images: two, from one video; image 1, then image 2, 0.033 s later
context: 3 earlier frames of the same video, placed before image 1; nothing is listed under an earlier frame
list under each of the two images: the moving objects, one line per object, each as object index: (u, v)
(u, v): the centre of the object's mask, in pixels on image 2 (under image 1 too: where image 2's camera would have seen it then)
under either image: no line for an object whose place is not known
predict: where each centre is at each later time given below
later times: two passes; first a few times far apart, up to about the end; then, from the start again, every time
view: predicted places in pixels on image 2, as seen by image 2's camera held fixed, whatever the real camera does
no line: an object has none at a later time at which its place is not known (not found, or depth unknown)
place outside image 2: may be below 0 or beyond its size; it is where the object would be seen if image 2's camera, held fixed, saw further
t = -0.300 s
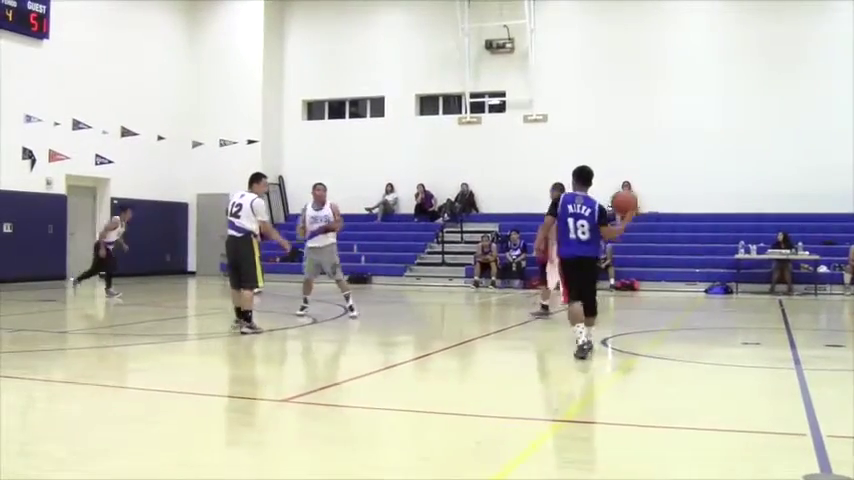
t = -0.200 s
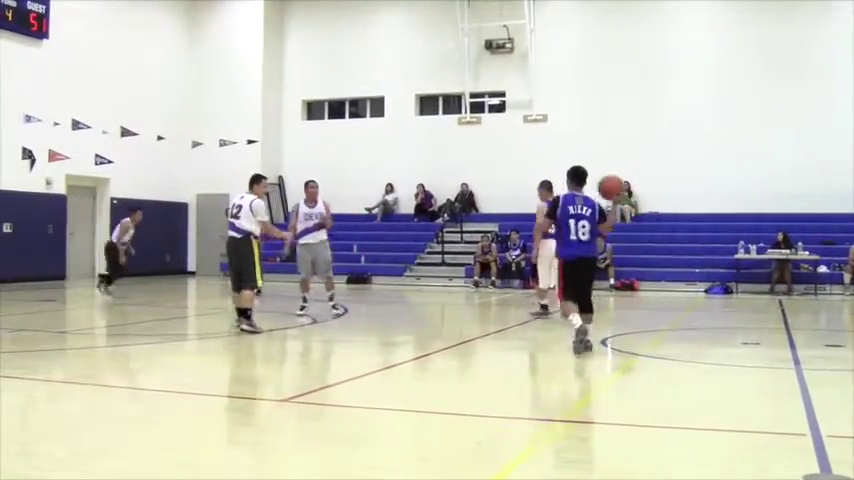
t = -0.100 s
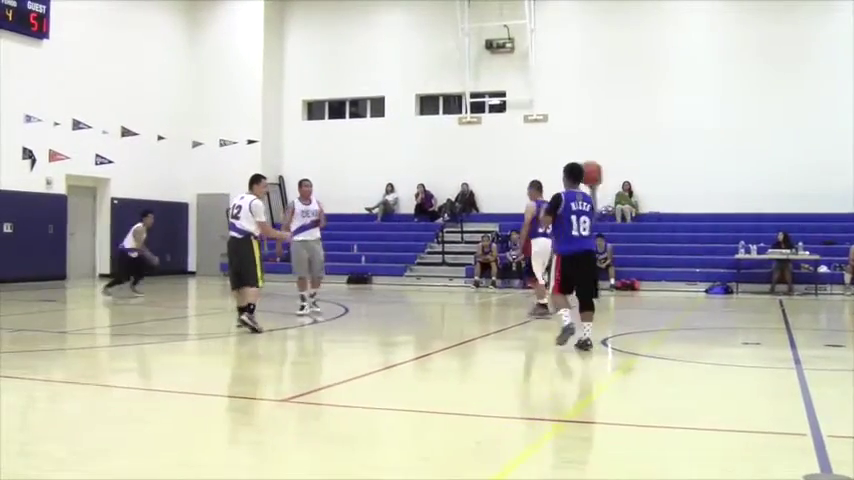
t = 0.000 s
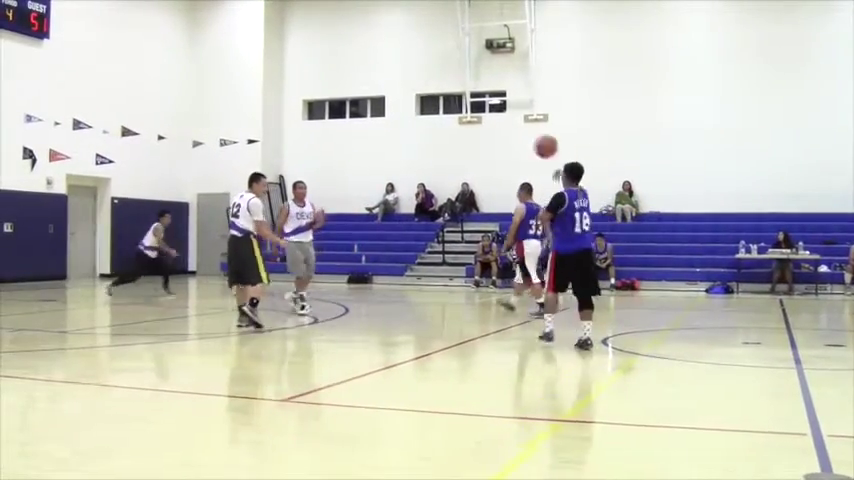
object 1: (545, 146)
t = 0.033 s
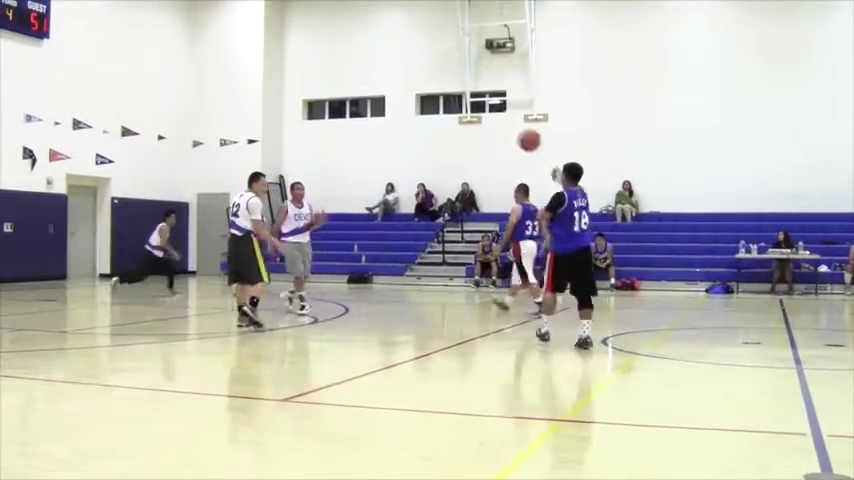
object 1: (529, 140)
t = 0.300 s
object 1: (423, 134)
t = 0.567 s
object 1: (351, 175)
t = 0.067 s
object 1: (513, 136)
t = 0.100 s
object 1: (498, 132)
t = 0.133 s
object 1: (484, 131)
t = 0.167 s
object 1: (471, 129)
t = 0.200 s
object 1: (458, 129)
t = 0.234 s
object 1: (446, 130)
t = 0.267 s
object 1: (434, 131)
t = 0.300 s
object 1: (423, 134)
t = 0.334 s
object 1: (413, 137)
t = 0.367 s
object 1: (403, 140)
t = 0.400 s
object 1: (394, 145)
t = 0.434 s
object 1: (384, 150)
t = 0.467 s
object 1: (375, 156)
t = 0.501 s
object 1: (367, 161)
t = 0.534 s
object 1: (359, 167)
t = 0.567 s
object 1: (351, 175)
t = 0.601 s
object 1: (343, 182)
